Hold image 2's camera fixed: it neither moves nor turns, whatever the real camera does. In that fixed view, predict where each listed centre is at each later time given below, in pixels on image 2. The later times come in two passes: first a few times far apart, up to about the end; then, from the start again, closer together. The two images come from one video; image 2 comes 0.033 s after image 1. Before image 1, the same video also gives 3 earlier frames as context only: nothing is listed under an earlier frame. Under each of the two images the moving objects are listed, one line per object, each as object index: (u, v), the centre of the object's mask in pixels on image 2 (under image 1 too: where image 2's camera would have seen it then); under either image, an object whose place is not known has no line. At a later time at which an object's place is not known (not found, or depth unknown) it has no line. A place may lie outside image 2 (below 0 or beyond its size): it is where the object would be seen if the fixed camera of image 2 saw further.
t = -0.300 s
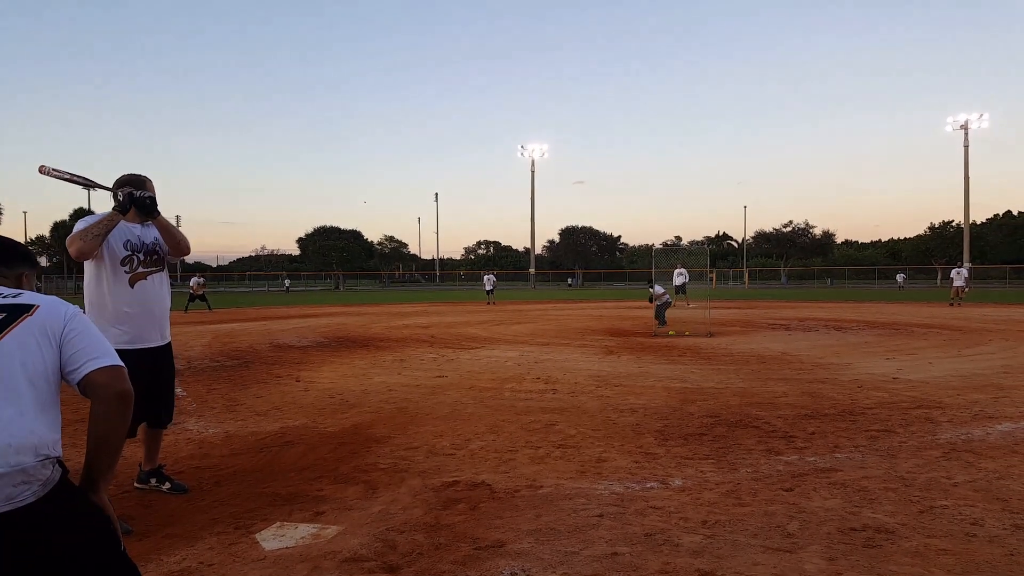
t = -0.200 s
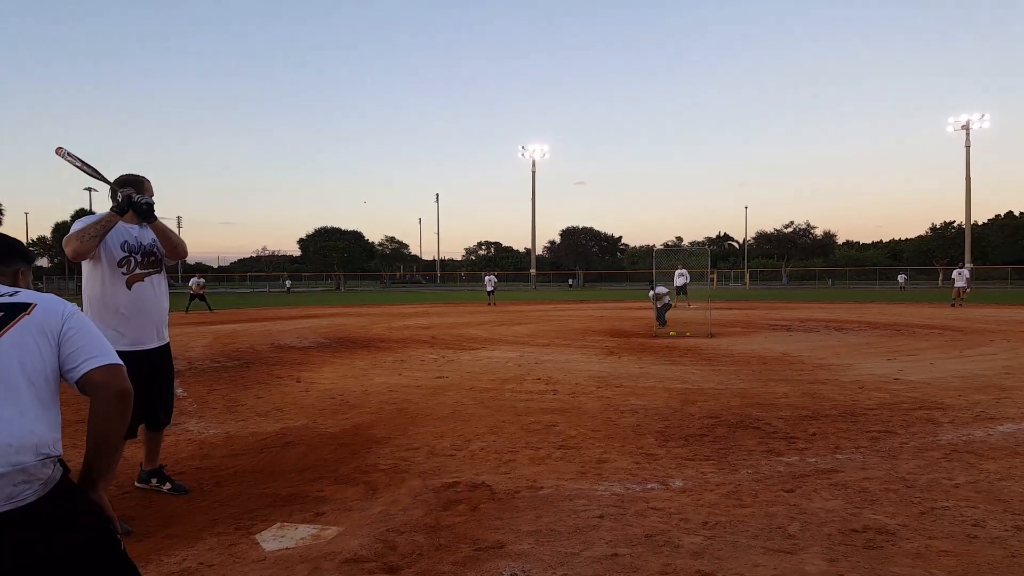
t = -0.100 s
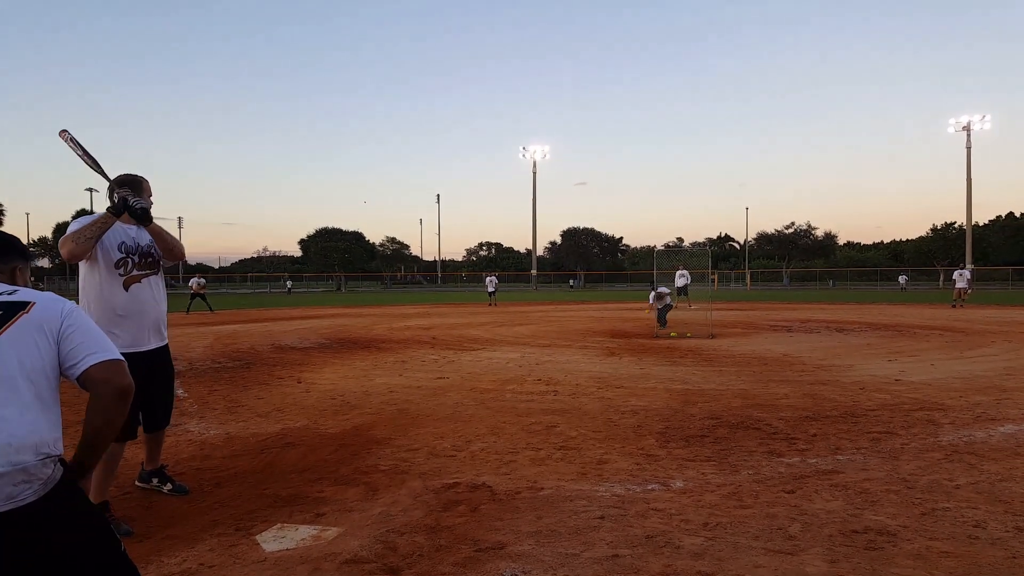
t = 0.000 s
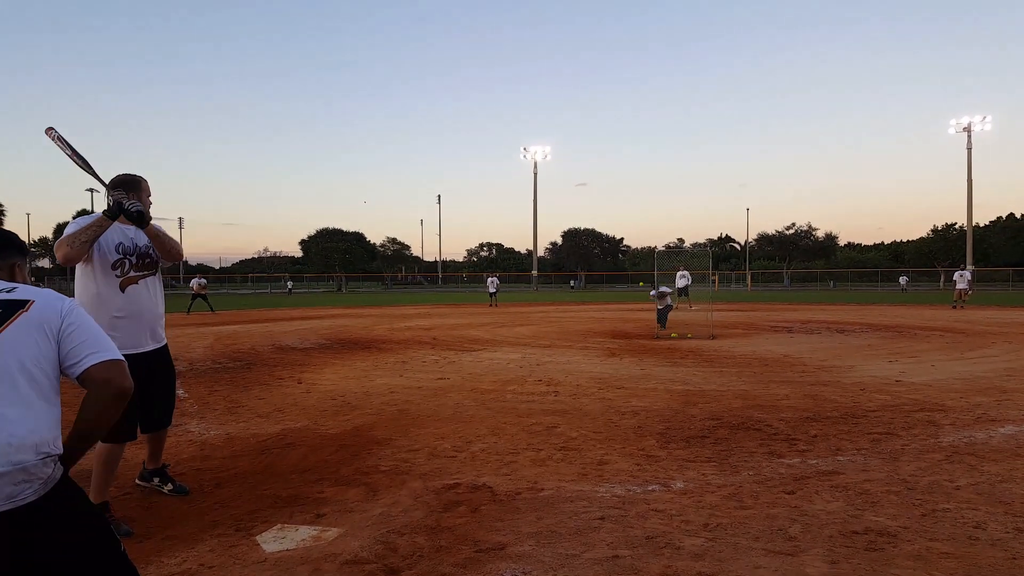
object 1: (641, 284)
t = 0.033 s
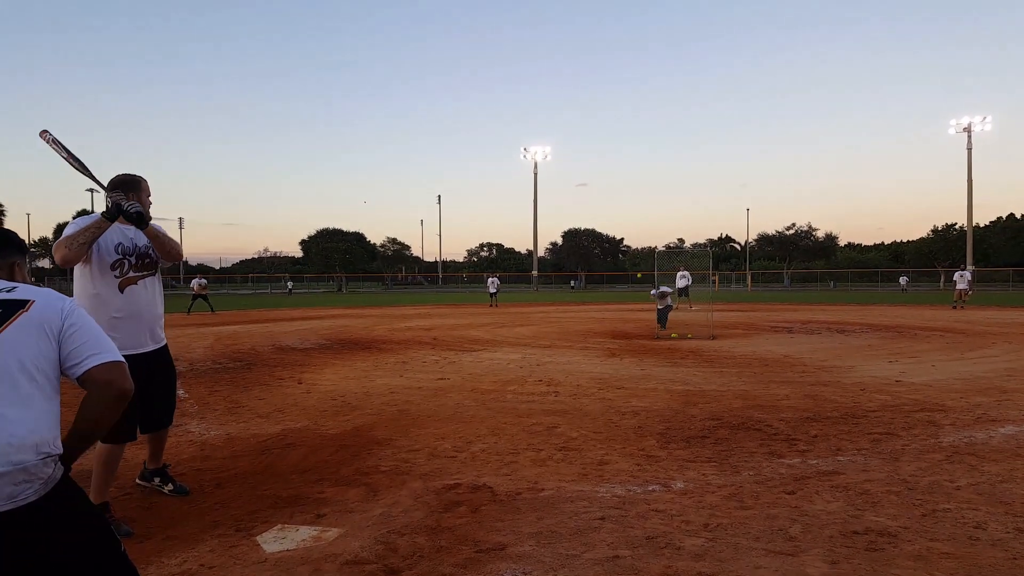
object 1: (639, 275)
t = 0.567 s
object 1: (587, 156)
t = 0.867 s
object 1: (533, 130)
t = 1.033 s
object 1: (486, 146)
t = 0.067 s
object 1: (636, 267)
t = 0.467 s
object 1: (599, 173)
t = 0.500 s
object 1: (595, 167)
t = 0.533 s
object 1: (591, 161)
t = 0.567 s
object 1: (587, 156)
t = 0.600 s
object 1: (582, 151)
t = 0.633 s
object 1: (577, 146)
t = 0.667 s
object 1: (572, 142)
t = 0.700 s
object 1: (566, 138)
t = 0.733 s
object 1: (561, 135)
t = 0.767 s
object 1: (555, 133)
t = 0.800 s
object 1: (548, 131)
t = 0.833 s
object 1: (541, 130)
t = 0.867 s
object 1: (533, 130)
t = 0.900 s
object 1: (525, 131)
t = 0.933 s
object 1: (517, 133)
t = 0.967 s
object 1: (507, 136)
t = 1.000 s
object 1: (497, 140)
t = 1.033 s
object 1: (486, 146)
